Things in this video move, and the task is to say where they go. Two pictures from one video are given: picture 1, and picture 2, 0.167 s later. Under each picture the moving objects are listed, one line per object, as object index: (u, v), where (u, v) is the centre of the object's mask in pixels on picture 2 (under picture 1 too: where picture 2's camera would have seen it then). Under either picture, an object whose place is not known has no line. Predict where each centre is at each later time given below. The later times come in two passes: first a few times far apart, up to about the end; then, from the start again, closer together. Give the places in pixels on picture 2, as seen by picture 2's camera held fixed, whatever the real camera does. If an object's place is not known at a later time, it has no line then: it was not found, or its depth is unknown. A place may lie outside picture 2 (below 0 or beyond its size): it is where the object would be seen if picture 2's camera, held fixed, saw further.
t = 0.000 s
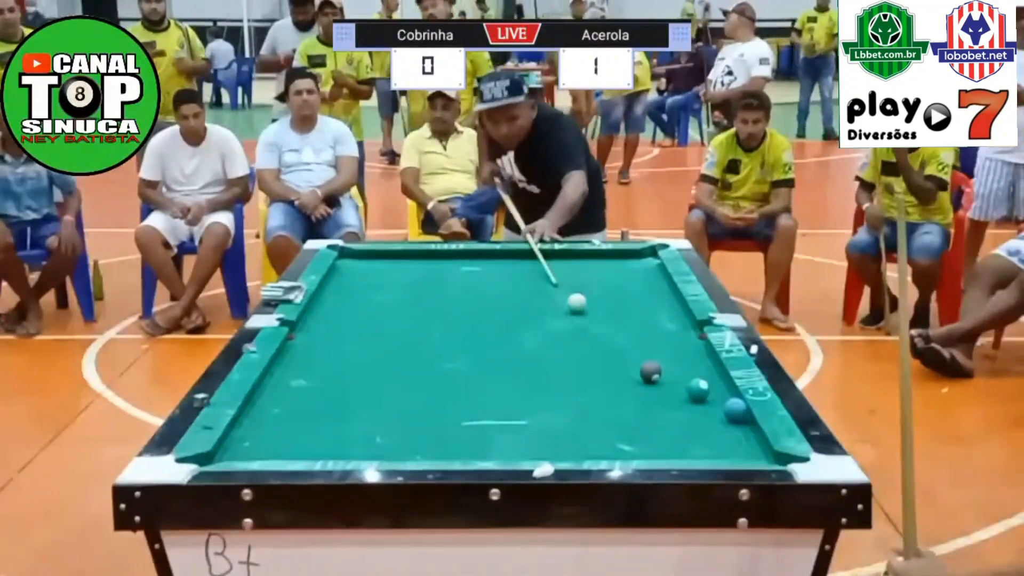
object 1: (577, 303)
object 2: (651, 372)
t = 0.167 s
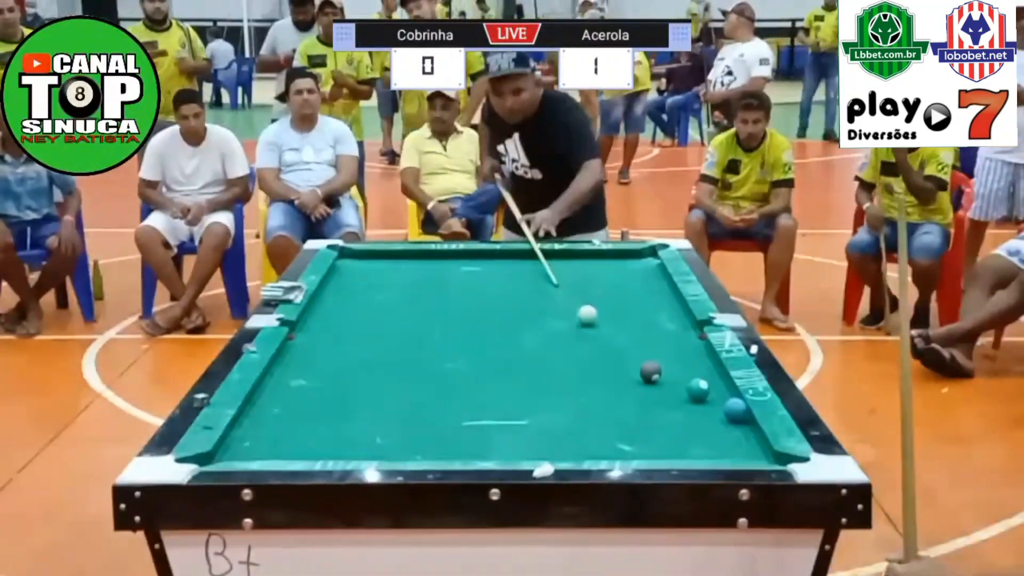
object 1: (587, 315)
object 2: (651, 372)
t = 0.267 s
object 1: (594, 323)
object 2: (651, 372)
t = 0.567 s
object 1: (615, 347)
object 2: (651, 372)
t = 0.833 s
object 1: (629, 369)
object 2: (660, 375)
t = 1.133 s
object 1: (614, 385)
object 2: (697, 378)
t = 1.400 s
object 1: (601, 399)
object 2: (719, 383)
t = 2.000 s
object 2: (713, 384)
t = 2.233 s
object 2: (711, 385)
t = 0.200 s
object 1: (592, 320)
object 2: (651, 372)
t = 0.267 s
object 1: (594, 323)
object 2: (651, 372)
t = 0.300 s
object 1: (597, 326)
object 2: (651, 372)
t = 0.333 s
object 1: (599, 328)
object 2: (651, 372)
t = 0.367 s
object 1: (601, 331)
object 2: (651, 372)
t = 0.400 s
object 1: (603, 334)
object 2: (651, 372)
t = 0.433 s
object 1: (606, 336)
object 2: (651, 372)
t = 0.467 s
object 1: (608, 339)
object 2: (651, 372)
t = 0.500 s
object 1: (611, 342)
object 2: (651, 372)
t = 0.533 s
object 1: (613, 345)
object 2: (651, 372)
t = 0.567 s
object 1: (615, 347)
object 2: (651, 372)
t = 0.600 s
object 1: (618, 350)
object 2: (651, 372)
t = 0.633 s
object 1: (621, 353)
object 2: (651, 372)
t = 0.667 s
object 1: (623, 356)
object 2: (651, 372)
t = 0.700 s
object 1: (626, 359)
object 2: (651, 372)
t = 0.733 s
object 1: (628, 361)
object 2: (651, 373)
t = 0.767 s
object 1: (631, 364)
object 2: (651, 372)
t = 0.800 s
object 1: (631, 367)
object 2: (654, 373)
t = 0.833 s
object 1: (629, 369)
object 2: (660, 375)
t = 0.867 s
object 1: (627, 371)
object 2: (665, 376)
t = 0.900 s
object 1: (626, 372)
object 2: (670, 377)
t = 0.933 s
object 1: (624, 374)
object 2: (675, 379)
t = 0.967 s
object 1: (623, 376)
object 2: (679, 380)
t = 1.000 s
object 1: (621, 378)
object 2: (682, 380)
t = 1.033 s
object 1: (619, 380)
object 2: (685, 380)
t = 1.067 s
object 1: (618, 381)
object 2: (688, 380)
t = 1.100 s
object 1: (616, 383)
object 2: (693, 379)
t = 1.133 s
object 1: (614, 385)
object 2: (697, 378)
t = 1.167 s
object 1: (613, 387)
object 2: (701, 379)
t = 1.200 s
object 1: (611, 389)
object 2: (705, 379)
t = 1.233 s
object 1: (610, 391)
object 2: (707, 379)
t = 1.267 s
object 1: (608, 392)
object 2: (710, 380)
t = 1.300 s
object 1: (606, 394)
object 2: (712, 380)
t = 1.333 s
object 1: (605, 396)
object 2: (715, 380)
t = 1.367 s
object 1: (603, 398)
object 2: (717, 381)
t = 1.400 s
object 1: (601, 399)
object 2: (719, 383)
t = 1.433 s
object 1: (599, 401)
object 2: (713, 383)
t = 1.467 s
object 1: (595, 404)
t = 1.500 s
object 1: (592, 405)
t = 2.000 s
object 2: (713, 384)
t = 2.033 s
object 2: (712, 385)
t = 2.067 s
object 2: (712, 385)
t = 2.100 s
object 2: (711, 385)
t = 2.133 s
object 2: (711, 385)
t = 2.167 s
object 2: (711, 385)
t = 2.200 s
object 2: (711, 385)
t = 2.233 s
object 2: (711, 385)
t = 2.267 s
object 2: (711, 385)
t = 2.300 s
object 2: (711, 385)
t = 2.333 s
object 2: (711, 385)
